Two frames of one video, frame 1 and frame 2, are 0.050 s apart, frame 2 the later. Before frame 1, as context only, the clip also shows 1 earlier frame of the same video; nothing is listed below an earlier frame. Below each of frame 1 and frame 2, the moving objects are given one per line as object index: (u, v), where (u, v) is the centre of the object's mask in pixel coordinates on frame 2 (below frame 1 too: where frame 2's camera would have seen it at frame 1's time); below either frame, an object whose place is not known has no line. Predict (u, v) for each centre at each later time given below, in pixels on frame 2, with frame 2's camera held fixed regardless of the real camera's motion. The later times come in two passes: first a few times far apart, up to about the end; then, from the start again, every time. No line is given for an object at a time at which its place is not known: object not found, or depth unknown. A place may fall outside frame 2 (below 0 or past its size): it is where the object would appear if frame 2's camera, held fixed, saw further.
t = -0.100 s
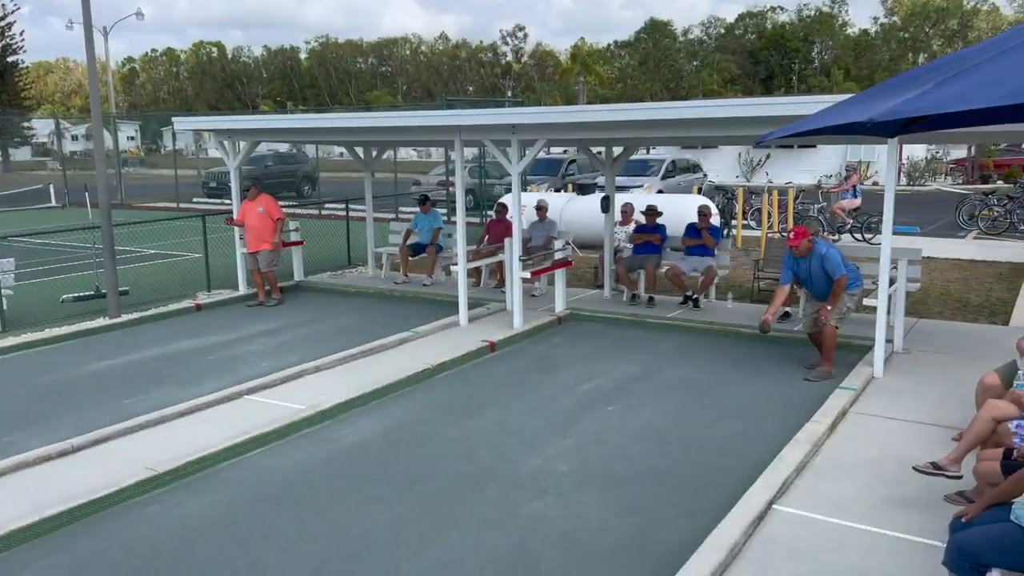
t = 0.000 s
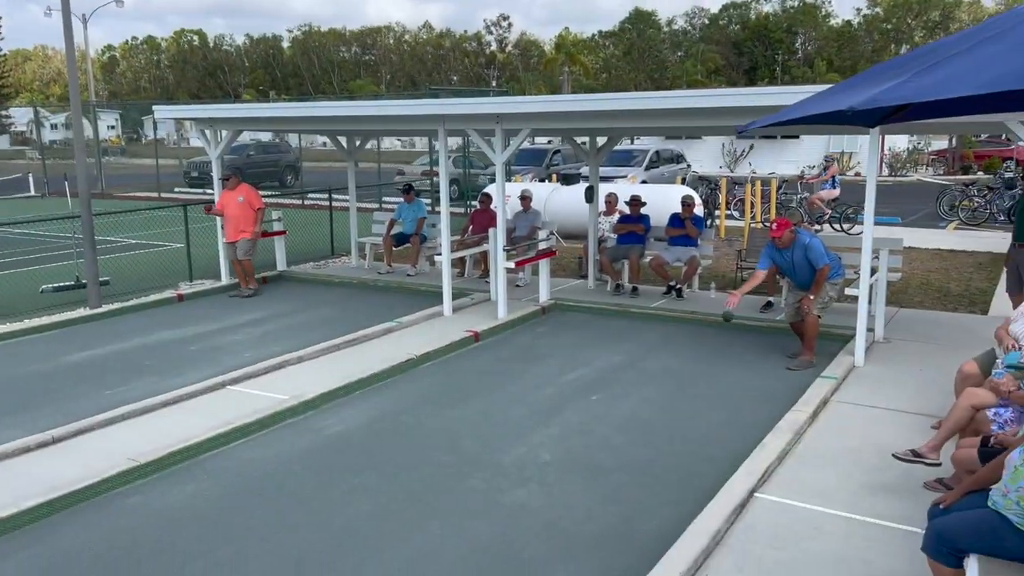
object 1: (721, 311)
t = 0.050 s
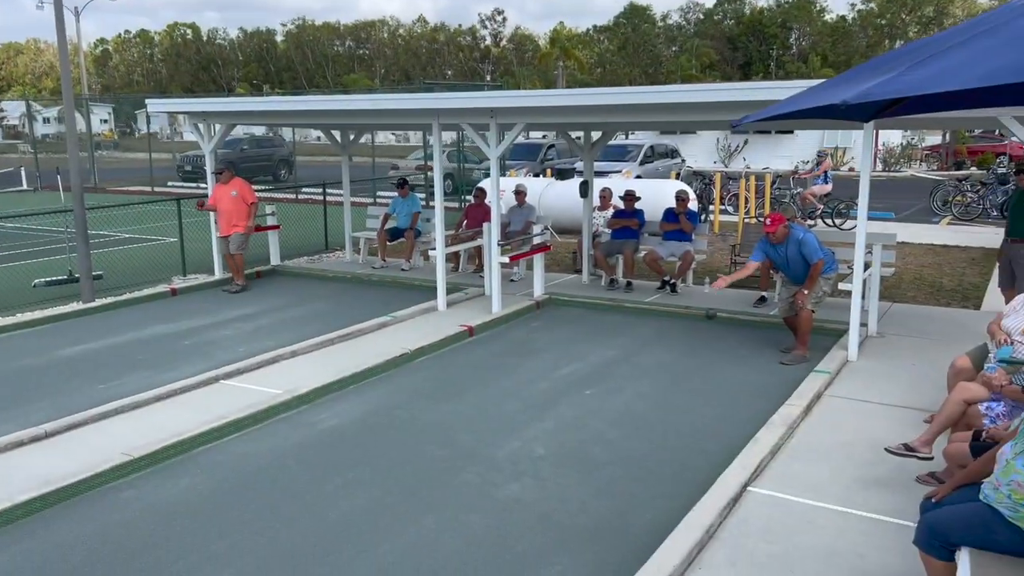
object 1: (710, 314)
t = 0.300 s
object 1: (654, 374)
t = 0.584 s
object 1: (602, 408)
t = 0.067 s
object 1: (706, 316)
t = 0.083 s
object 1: (703, 319)
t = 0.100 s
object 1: (700, 322)
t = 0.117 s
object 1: (696, 323)
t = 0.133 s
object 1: (693, 326)
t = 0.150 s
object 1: (689, 329)
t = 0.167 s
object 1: (685, 332)
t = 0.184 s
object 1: (681, 336)
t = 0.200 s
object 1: (678, 340)
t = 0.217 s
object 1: (674, 345)
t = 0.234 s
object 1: (670, 350)
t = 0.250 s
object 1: (666, 355)
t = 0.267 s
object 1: (662, 361)
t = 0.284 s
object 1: (658, 367)
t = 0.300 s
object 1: (654, 374)
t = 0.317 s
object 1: (650, 381)
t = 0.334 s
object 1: (646, 388)
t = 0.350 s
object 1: (641, 395)
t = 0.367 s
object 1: (639, 393)
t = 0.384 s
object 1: (637, 393)
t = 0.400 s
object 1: (634, 392)
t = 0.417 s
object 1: (631, 391)
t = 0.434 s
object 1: (628, 392)
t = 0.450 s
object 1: (625, 392)
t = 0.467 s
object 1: (623, 393)
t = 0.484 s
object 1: (620, 394)
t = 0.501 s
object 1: (617, 395)
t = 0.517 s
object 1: (614, 397)
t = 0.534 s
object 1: (611, 399)
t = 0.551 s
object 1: (608, 402)
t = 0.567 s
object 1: (605, 405)
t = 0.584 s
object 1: (602, 408)
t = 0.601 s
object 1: (599, 411)
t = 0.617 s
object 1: (596, 413)
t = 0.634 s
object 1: (593, 413)
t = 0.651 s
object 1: (590, 414)
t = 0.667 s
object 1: (587, 415)
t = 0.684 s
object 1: (583, 417)
